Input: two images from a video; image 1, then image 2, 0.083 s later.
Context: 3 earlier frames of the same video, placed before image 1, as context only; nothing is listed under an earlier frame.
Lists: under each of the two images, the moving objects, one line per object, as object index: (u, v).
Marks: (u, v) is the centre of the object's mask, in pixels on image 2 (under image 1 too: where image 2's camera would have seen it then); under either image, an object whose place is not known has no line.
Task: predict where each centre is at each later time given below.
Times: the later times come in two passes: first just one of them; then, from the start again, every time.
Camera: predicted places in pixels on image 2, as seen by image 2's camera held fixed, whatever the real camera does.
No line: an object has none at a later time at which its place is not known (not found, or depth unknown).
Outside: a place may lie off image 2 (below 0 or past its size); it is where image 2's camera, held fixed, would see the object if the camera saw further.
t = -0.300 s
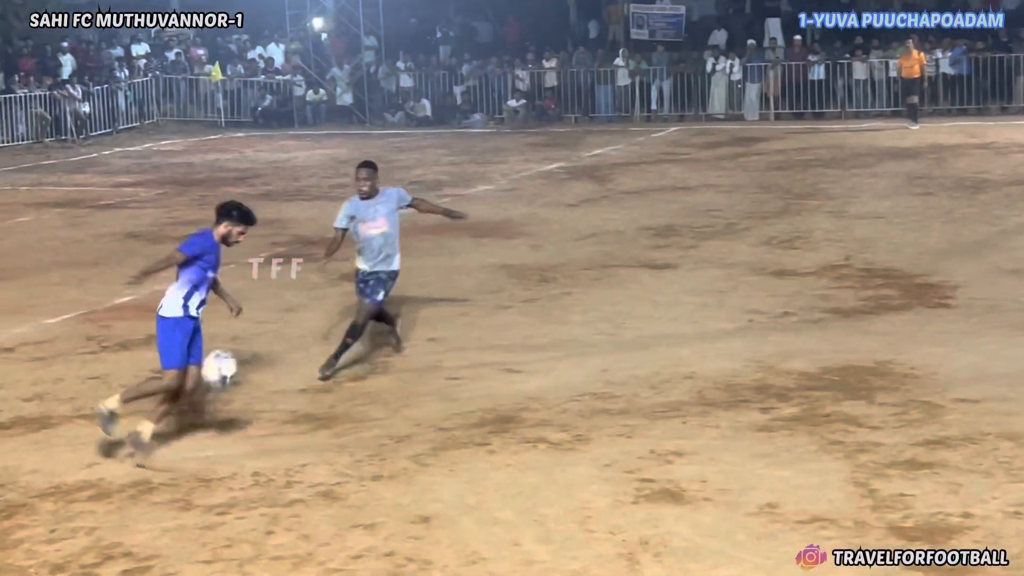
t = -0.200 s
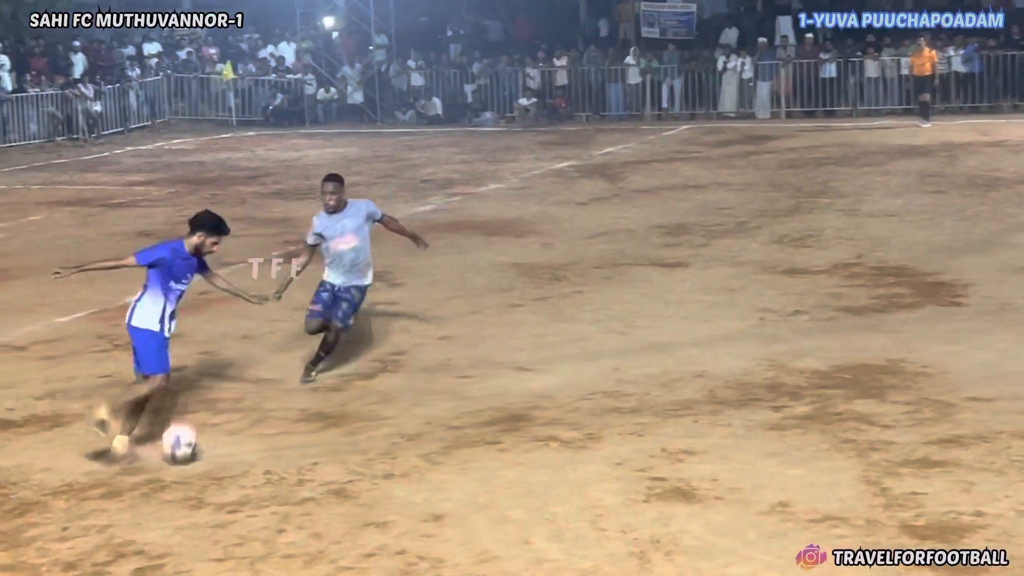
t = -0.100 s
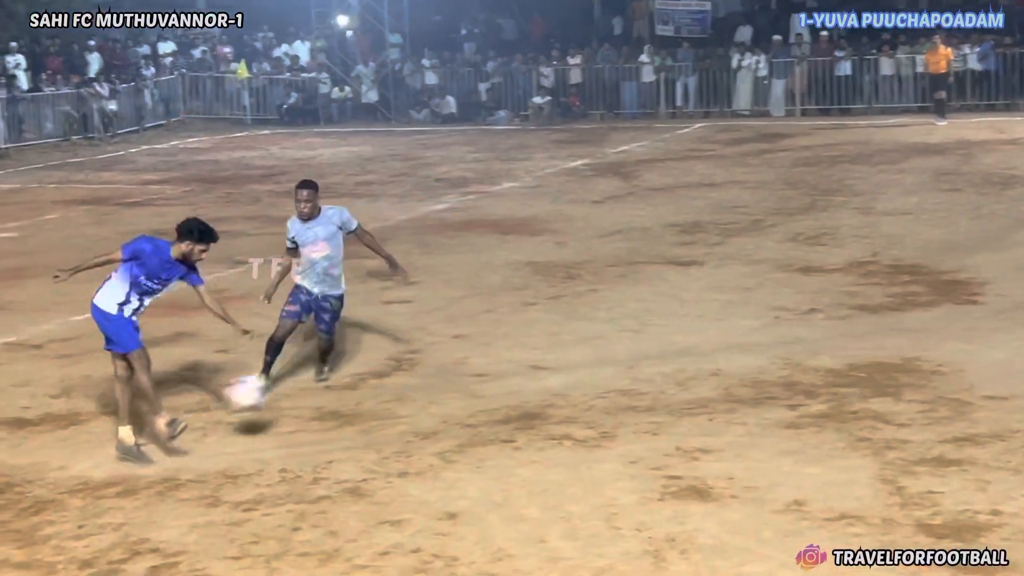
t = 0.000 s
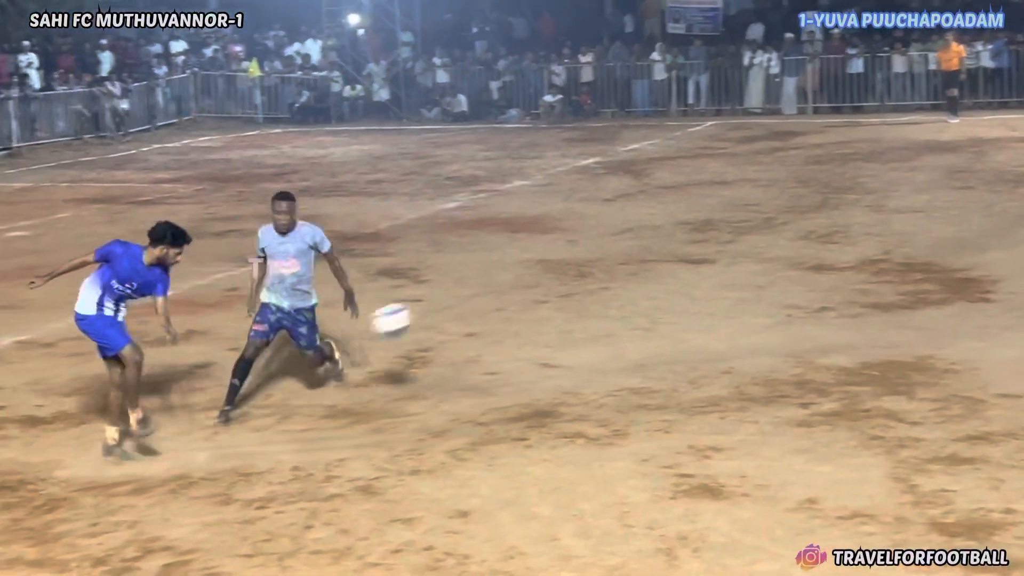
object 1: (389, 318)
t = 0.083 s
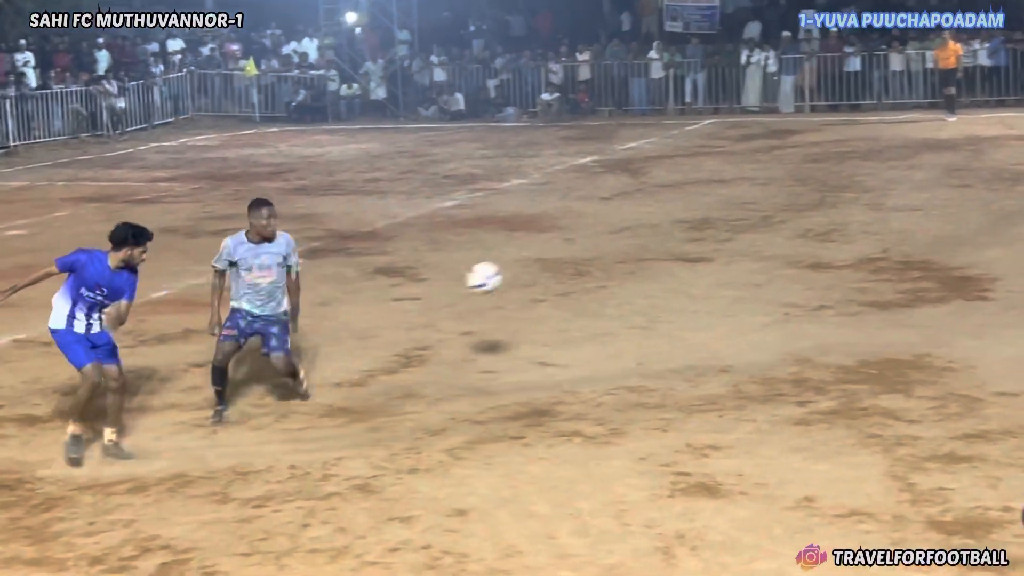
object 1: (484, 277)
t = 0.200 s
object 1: (605, 238)
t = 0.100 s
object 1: (503, 270)
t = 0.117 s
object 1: (521, 264)
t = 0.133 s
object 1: (537, 257)
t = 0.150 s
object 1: (556, 252)
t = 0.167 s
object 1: (573, 246)
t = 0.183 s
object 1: (588, 242)
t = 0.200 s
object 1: (605, 238)
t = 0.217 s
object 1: (621, 234)
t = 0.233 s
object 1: (637, 230)
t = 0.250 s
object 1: (653, 226)
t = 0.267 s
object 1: (669, 224)
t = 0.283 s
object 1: (682, 220)
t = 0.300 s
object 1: (697, 219)
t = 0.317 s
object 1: (712, 217)
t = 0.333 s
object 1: (725, 216)
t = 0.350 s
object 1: (739, 214)
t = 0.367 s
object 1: (752, 214)
